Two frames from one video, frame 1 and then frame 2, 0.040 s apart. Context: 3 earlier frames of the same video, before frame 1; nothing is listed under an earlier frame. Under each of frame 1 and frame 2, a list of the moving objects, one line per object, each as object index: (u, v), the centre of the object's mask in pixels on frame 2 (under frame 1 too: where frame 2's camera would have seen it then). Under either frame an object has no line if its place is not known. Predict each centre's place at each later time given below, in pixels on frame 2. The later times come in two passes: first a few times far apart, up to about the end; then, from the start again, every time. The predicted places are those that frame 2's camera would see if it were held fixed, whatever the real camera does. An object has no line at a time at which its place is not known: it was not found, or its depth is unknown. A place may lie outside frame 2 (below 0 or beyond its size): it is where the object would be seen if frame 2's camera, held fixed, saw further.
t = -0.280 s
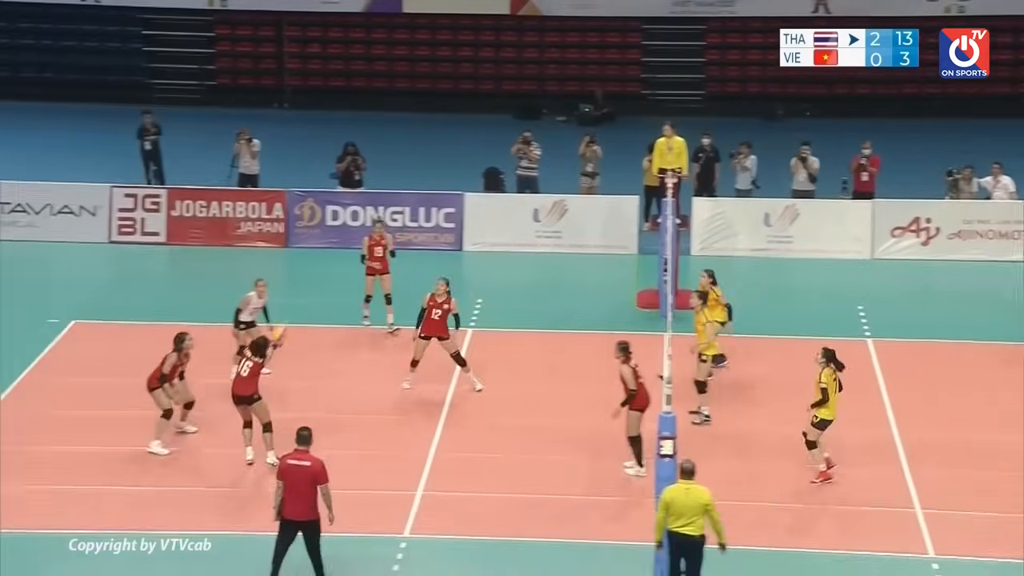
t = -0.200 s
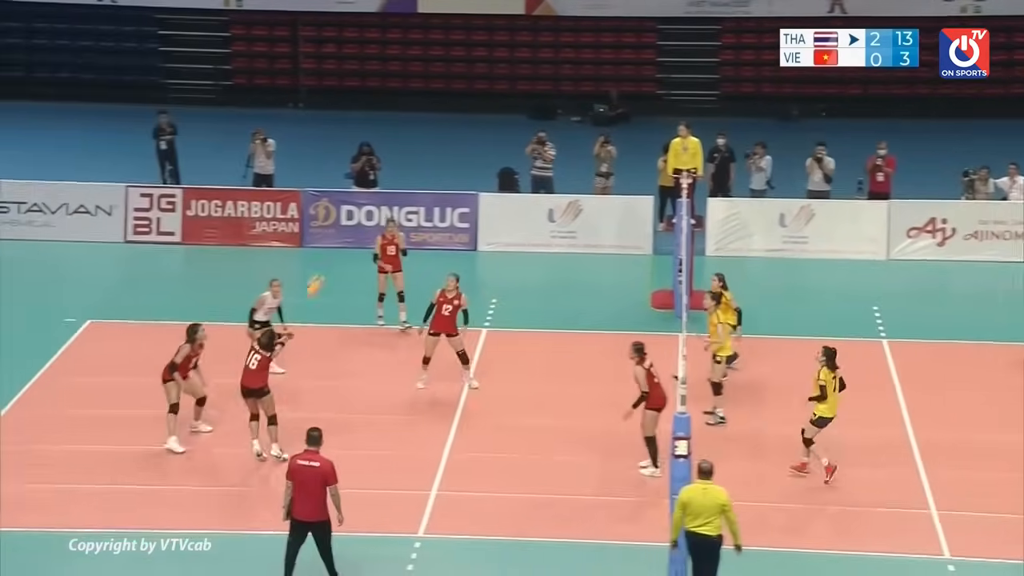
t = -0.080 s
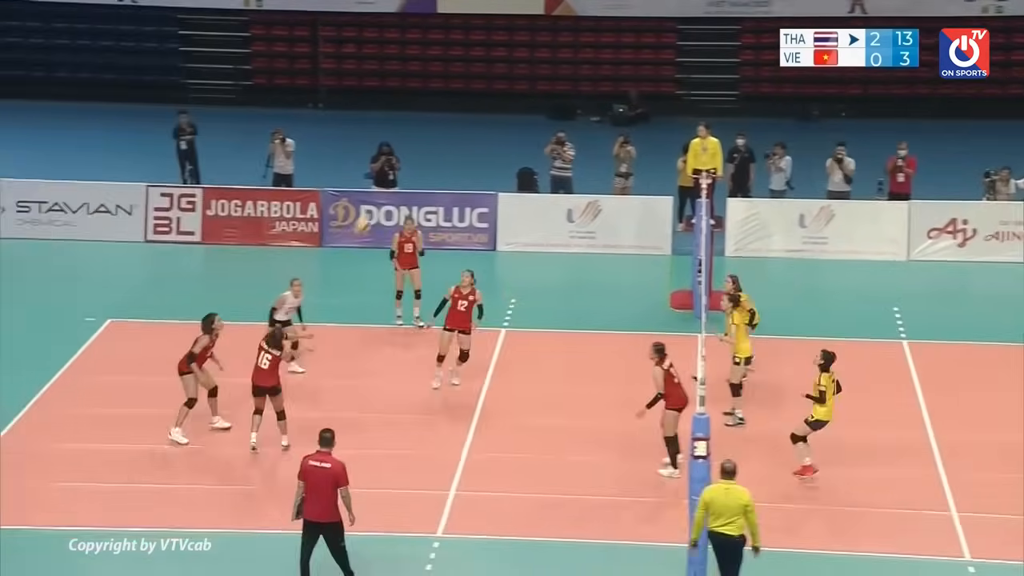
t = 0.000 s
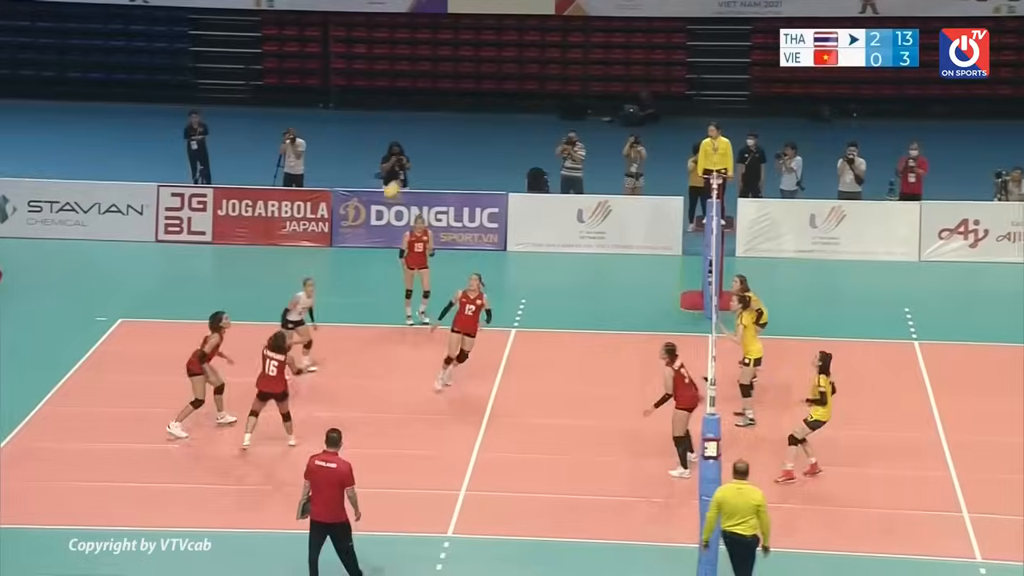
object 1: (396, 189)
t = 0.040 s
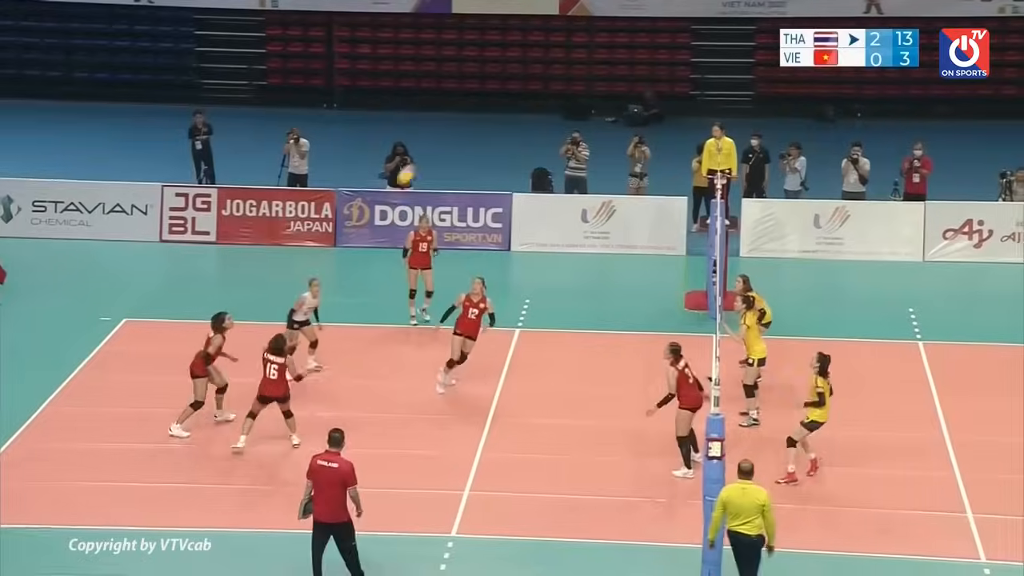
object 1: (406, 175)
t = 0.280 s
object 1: (463, 110)
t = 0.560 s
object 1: (526, 89)
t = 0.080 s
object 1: (416, 161)
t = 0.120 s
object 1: (426, 149)
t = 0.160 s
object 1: (435, 137)
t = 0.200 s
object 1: (444, 127)
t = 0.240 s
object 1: (454, 118)
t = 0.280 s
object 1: (463, 110)
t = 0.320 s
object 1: (472, 104)
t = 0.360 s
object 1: (481, 98)
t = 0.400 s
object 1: (490, 94)
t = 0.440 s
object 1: (499, 91)
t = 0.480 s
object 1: (508, 89)
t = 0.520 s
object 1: (517, 89)
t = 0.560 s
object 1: (526, 89)
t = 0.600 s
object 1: (534, 91)
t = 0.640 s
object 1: (542, 94)
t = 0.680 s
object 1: (551, 99)
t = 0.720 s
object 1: (560, 104)
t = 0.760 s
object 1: (569, 111)
